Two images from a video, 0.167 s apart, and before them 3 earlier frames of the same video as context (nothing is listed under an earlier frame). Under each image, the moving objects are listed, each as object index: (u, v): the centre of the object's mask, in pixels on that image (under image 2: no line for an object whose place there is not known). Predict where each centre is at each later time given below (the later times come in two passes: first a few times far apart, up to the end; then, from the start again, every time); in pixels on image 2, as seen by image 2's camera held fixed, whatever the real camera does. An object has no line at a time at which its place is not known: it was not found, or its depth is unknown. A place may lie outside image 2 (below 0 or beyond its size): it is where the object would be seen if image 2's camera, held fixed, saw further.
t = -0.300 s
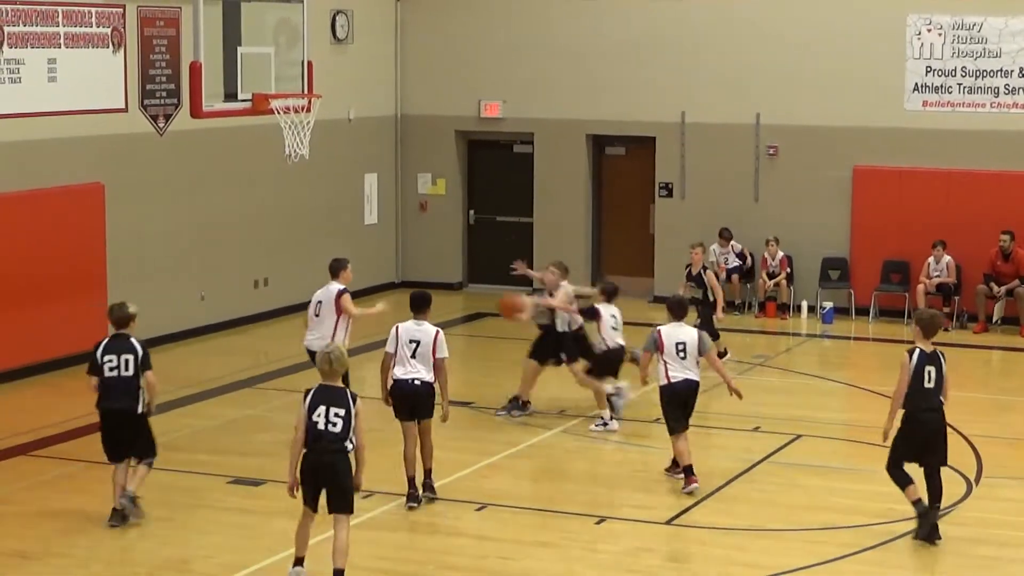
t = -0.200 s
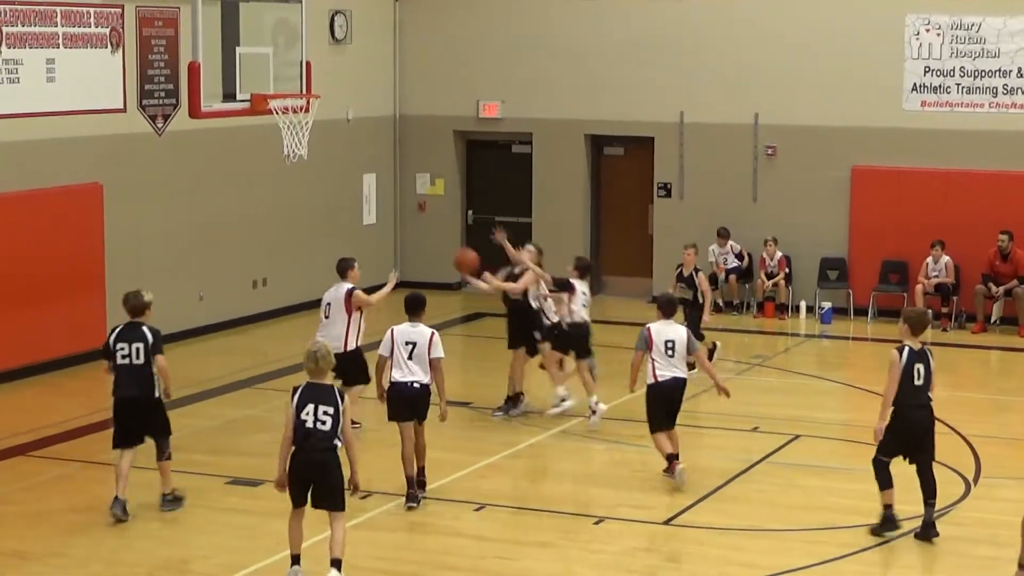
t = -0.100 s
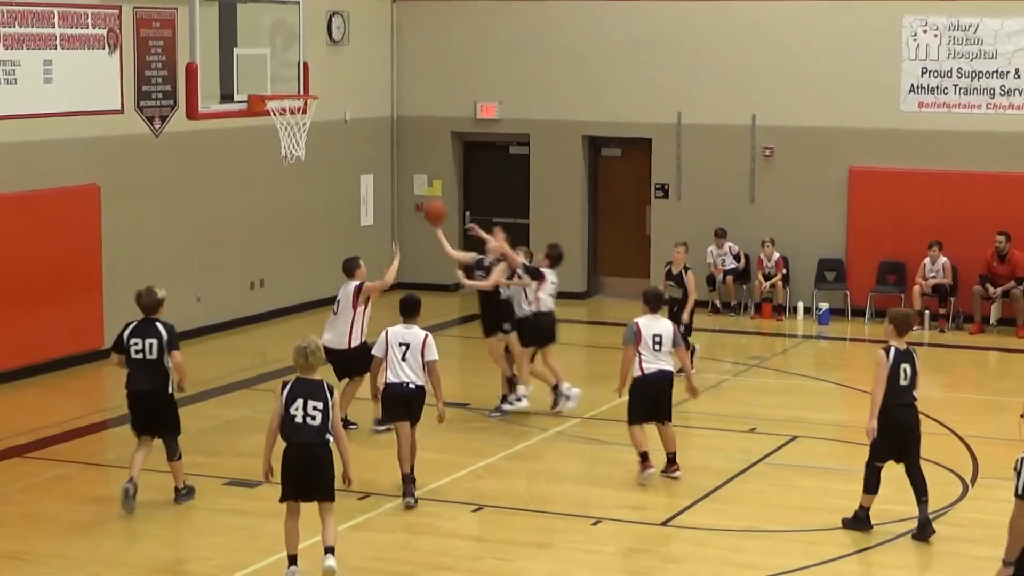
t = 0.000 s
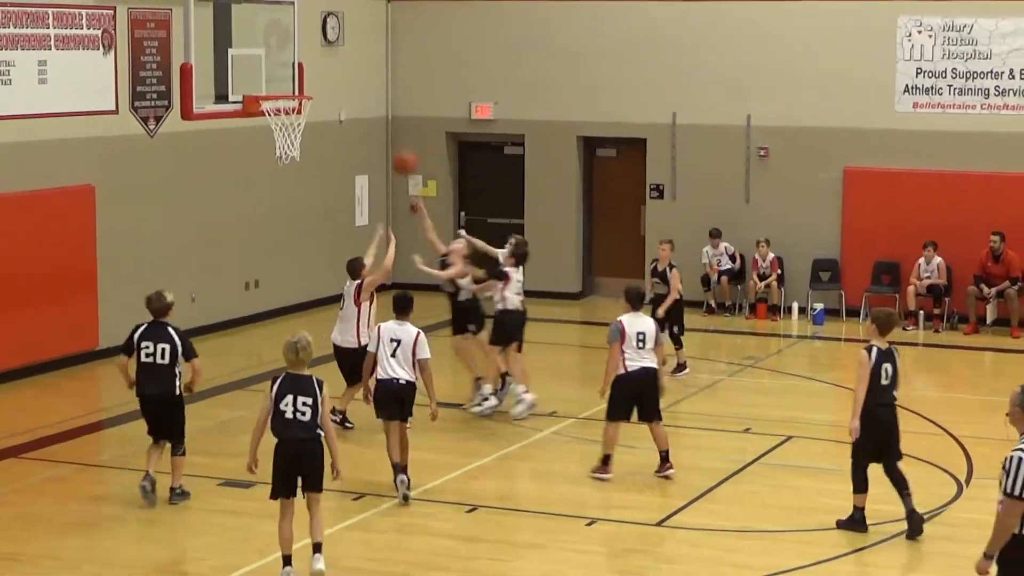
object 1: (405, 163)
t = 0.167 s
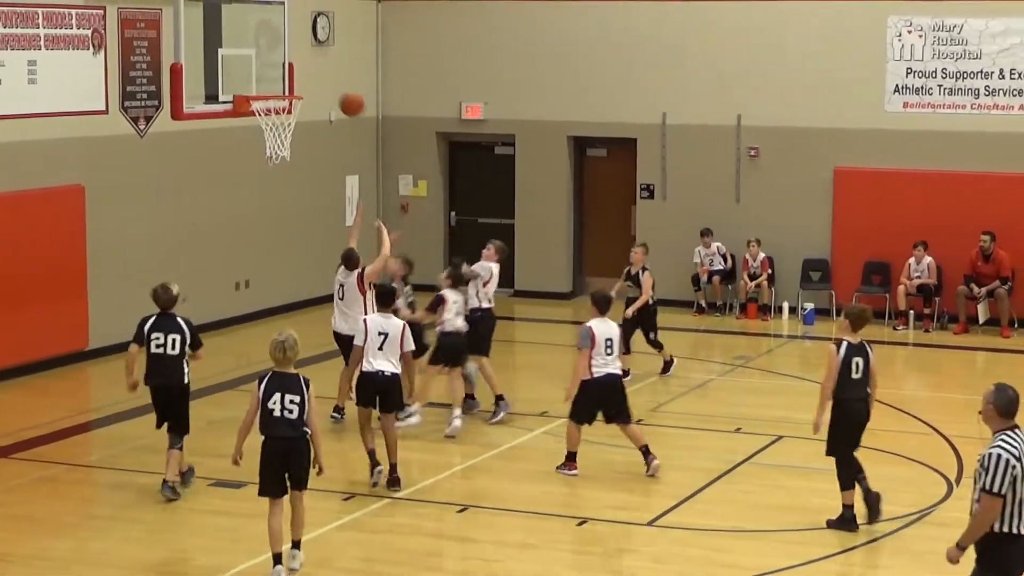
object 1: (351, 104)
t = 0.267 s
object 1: (325, 83)
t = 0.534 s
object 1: (275, 73)
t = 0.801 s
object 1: (286, 87)
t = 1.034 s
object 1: (270, 115)
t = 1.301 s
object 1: (264, 175)
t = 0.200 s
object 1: (343, 96)
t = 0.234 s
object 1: (334, 89)
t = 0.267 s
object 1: (325, 83)
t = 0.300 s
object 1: (317, 78)
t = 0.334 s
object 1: (308, 74)
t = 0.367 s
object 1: (300, 72)
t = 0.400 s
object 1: (290, 71)
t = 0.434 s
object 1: (282, 71)
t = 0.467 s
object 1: (273, 71)
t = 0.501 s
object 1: (274, 72)
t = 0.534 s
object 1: (275, 73)
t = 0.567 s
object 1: (277, 76)
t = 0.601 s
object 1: (280, 80)
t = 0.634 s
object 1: (282, 83)
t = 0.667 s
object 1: (283, 82)
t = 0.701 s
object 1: (283, 82)
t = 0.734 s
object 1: (284, 83)
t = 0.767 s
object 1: (285, 85)
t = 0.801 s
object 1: (286, 87)
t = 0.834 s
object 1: (287, 90)
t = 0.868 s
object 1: (285, 91)
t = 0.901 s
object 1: (282, 92)
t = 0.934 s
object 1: (280, 93)
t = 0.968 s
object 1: (277, 94)
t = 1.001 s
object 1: (271, 112)
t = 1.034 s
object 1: (270, 115)
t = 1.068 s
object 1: (268, 123)
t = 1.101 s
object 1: (266, 131)
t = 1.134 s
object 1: (261, 137)
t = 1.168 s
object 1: (259, 144)
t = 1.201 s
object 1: (263, 155)
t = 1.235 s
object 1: (262, 160)
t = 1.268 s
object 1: (263, 166)
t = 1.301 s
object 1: (264, 175)
